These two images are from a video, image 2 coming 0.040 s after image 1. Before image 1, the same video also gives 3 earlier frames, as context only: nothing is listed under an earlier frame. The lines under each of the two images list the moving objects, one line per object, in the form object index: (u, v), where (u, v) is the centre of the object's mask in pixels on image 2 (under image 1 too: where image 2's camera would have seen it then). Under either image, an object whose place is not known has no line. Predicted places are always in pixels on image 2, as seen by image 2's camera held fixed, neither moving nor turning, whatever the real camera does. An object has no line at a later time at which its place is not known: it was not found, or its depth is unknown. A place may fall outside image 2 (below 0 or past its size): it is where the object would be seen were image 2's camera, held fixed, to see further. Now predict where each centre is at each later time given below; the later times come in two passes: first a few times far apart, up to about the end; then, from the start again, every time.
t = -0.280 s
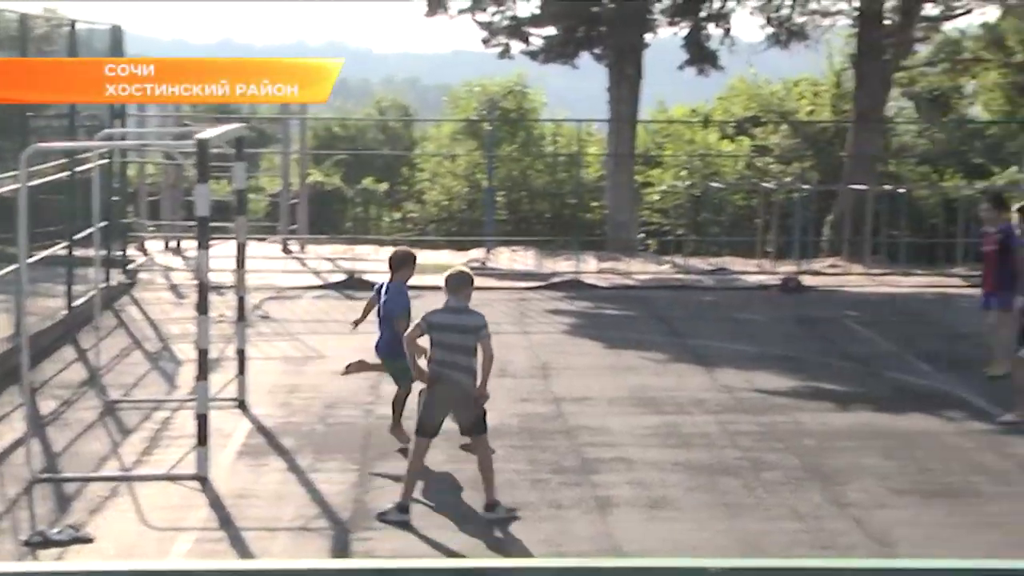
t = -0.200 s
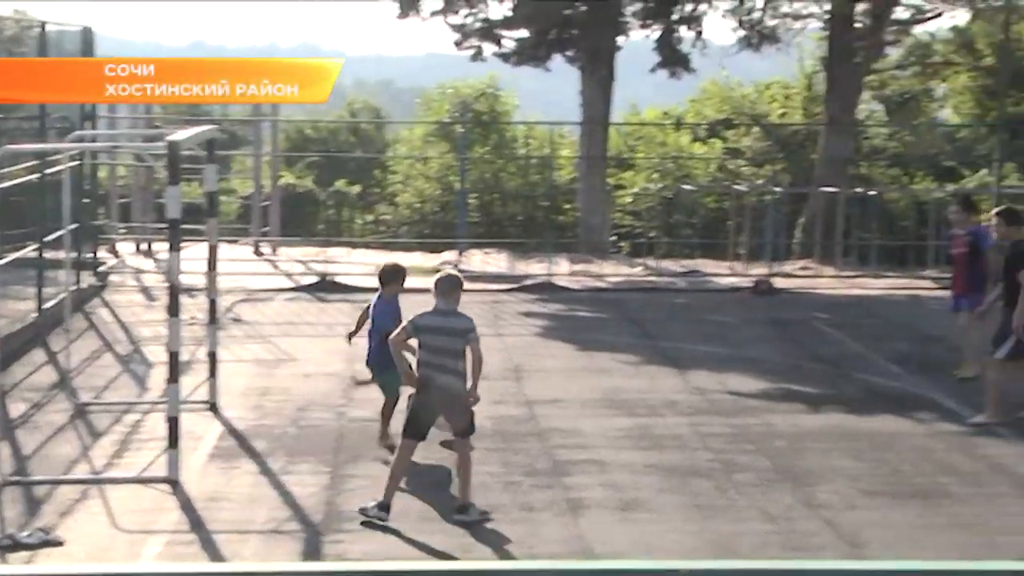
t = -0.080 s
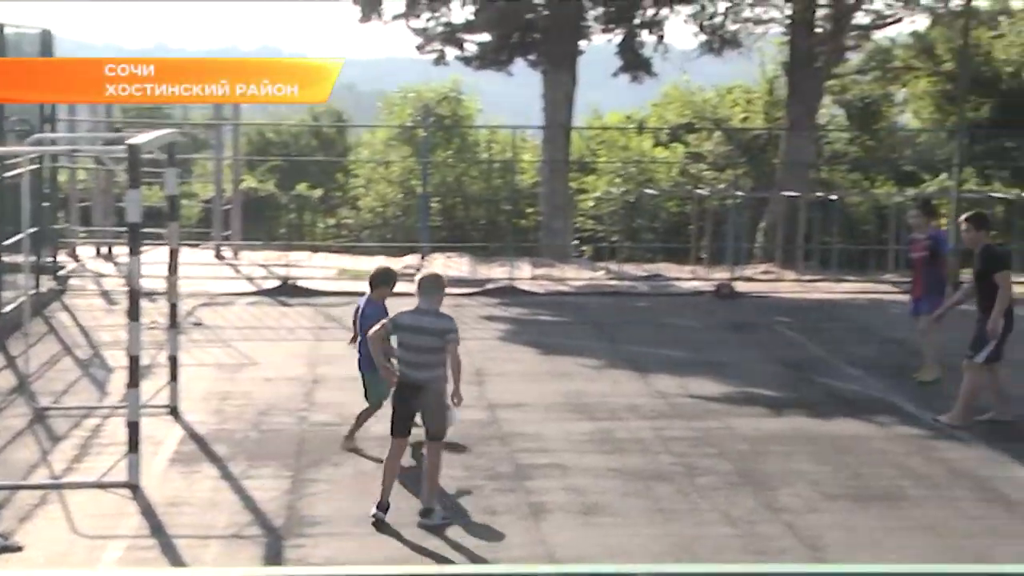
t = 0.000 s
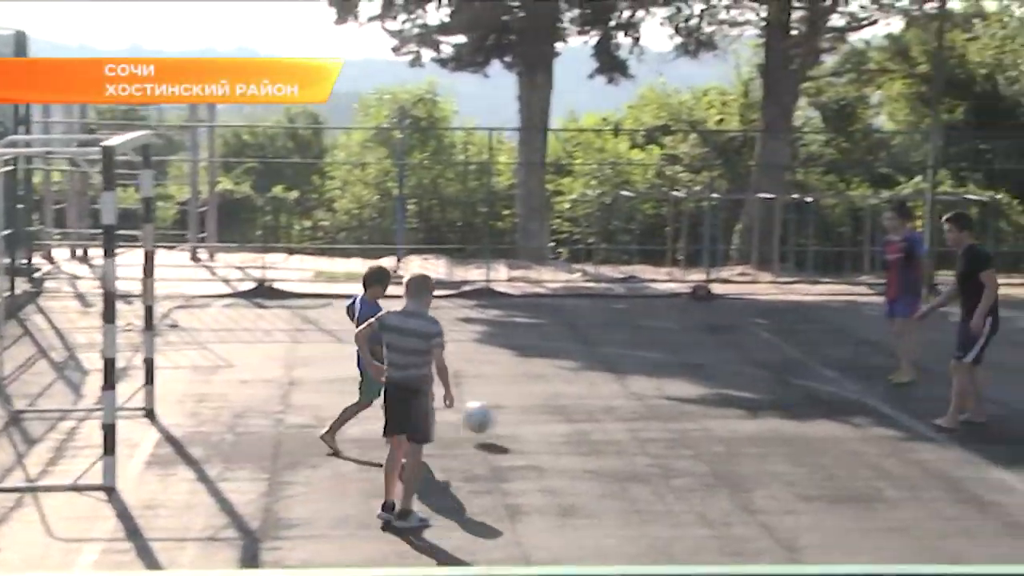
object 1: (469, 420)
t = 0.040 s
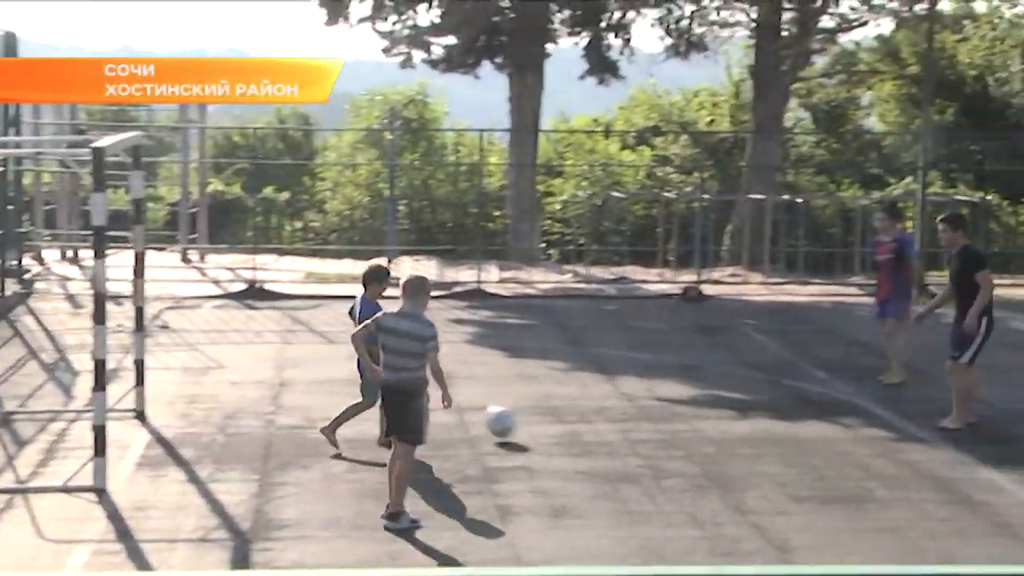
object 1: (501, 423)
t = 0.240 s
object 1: (602, 413)
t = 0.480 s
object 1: (694, 414)
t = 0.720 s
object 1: (772, 412)
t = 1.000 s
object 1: (858, 405)
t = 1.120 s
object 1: (897, 406)
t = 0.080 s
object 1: (529, 425)
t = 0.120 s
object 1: (547, 418)
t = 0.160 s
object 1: (565, 414)
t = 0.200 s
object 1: (584, 413)
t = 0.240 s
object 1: (602, 413)
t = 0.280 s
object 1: (620, 416)
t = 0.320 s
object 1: (638, 421)
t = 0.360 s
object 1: (653, 416)
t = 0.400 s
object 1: (666, 413)
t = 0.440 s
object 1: (680, 412)
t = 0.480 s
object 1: (694, 414)
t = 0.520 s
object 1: (708, 416)
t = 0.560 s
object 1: (720, 411)
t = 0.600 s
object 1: (734, 409)
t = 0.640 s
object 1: (747, 408)
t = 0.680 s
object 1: (759, 410)
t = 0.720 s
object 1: (772, 412)
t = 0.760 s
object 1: (785, 409)
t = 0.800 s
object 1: (797, 407)
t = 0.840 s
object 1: (809, 406)
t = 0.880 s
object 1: (822, 407)
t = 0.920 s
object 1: (835, 411)
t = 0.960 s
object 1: (848, 406)
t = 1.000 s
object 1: (858, 405)
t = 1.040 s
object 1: (871, 406)
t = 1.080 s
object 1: (884, 407)
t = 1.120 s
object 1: (897, 406)
